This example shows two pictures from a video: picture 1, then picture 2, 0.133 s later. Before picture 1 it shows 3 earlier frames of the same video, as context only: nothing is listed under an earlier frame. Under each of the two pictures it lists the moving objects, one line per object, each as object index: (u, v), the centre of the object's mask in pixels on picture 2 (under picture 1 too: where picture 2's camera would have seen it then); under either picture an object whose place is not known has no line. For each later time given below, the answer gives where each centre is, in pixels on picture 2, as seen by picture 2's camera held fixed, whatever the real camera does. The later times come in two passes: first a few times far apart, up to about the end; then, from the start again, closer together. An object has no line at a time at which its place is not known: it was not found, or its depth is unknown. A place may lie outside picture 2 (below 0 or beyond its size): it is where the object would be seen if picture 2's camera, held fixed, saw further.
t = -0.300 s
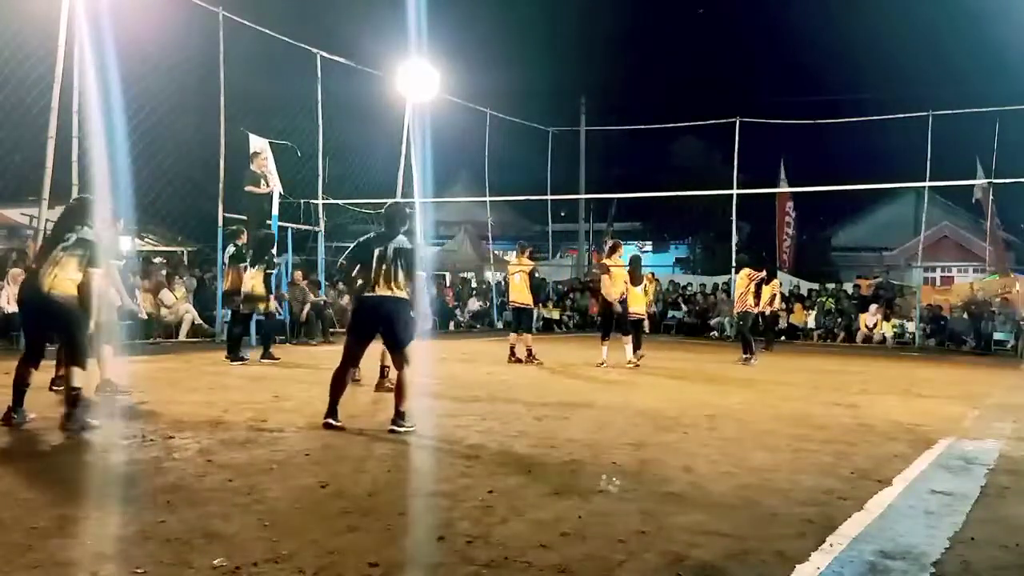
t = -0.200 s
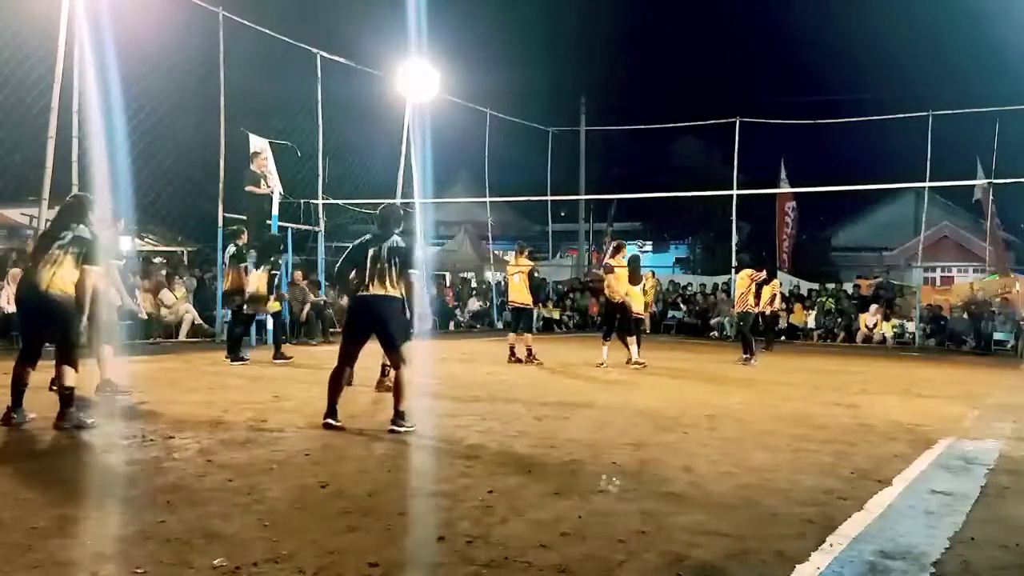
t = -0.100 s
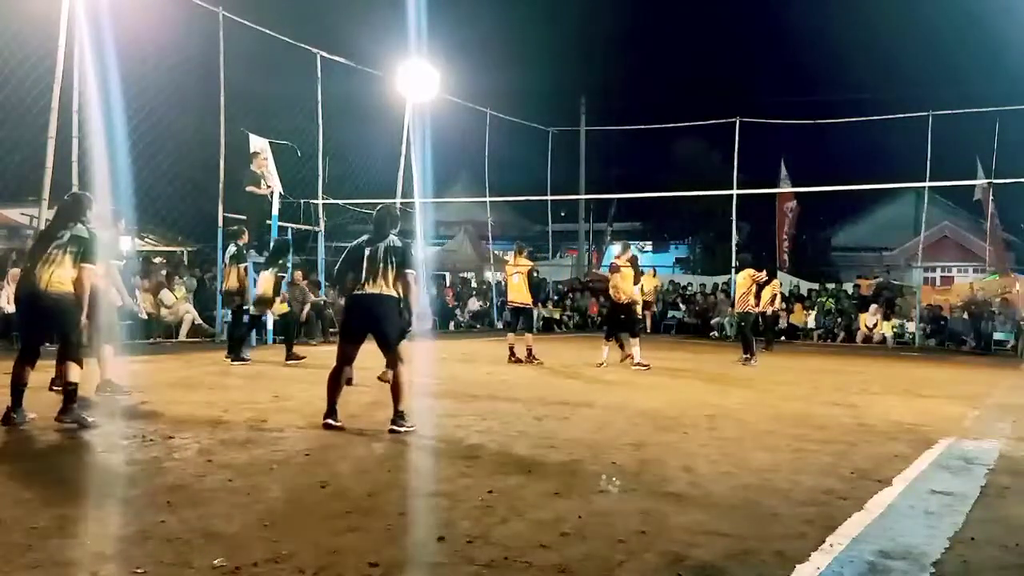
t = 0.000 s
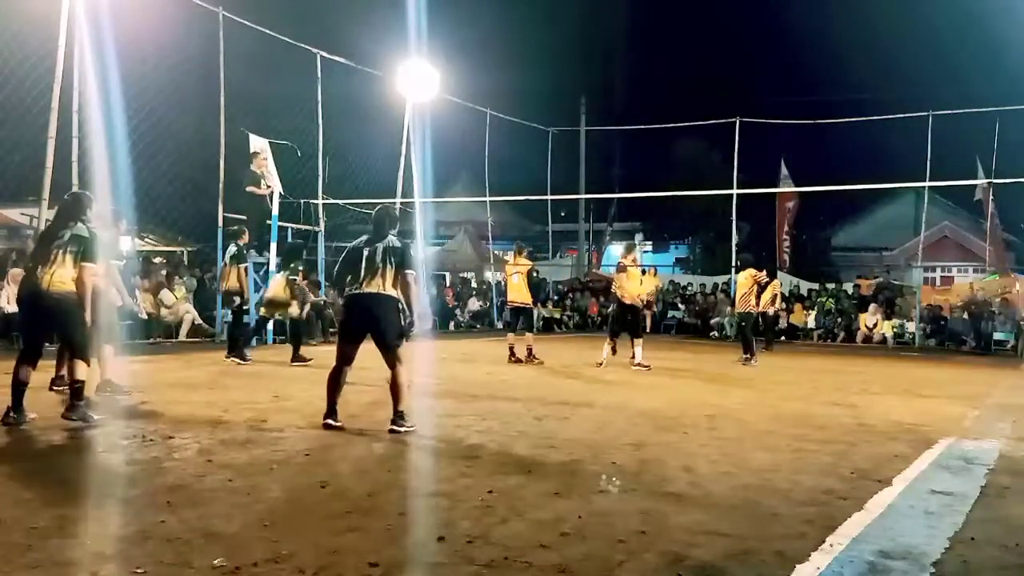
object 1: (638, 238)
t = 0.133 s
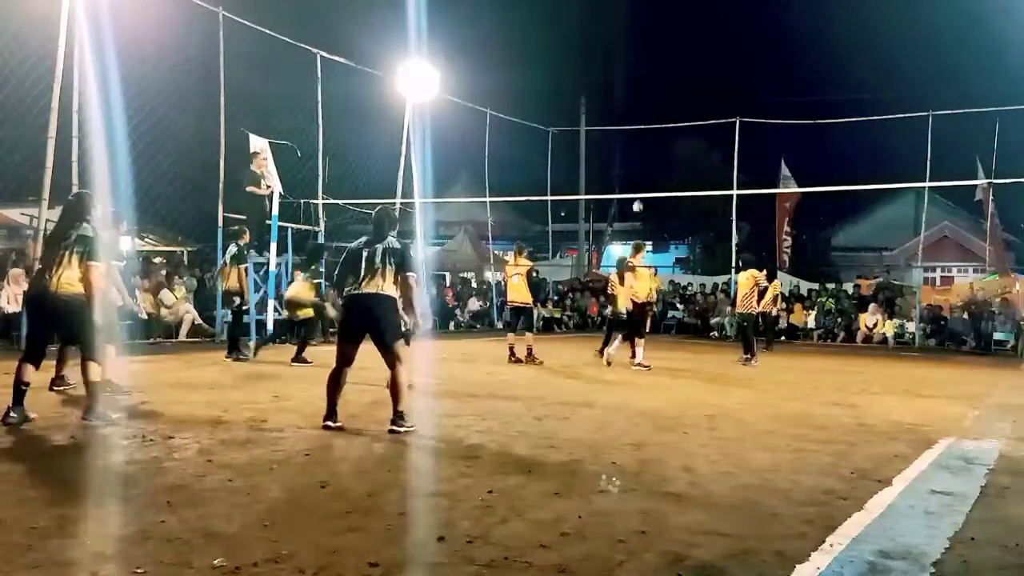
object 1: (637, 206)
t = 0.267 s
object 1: (635, 178)
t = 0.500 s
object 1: (628, 138)
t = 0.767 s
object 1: (611, 124)
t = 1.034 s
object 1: (582, 170)
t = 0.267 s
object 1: (635, 178)
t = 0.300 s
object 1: (634, 171)
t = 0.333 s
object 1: (633, 165)
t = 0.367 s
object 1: (633, 159)
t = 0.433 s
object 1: (631, 148)
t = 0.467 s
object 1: (629, 143)
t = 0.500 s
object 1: (628, 138)
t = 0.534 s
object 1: (626, 134)
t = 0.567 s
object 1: (625, 131)
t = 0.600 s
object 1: (623, 128)
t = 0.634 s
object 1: (621, 125)
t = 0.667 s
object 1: (619, 124)
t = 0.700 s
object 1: (616, 123)
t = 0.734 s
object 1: (614, 123)
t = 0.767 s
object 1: (611, 124)
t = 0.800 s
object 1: (609, 126)
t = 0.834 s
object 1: (605, 129)
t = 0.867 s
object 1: (602, 133)
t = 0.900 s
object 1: (599, 138)
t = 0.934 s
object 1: (595, 144)
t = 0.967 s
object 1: (591, 152)
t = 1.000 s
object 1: (587, 160)
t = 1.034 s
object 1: (582, 170)
